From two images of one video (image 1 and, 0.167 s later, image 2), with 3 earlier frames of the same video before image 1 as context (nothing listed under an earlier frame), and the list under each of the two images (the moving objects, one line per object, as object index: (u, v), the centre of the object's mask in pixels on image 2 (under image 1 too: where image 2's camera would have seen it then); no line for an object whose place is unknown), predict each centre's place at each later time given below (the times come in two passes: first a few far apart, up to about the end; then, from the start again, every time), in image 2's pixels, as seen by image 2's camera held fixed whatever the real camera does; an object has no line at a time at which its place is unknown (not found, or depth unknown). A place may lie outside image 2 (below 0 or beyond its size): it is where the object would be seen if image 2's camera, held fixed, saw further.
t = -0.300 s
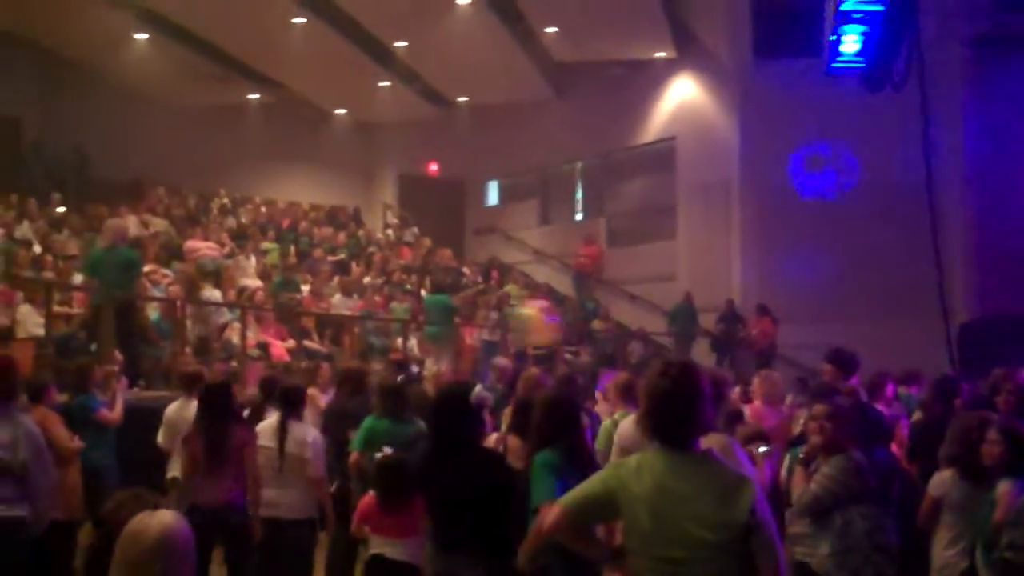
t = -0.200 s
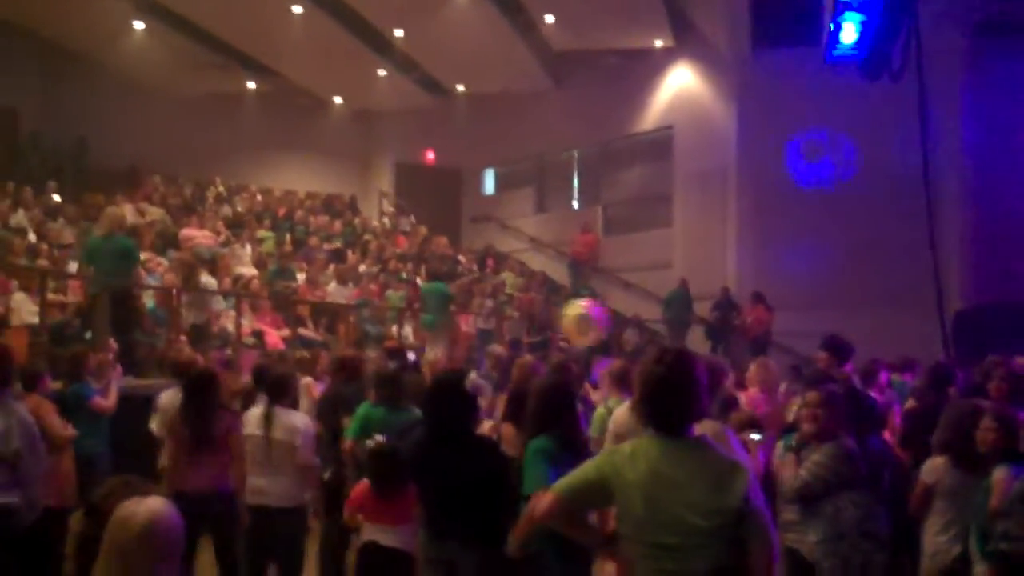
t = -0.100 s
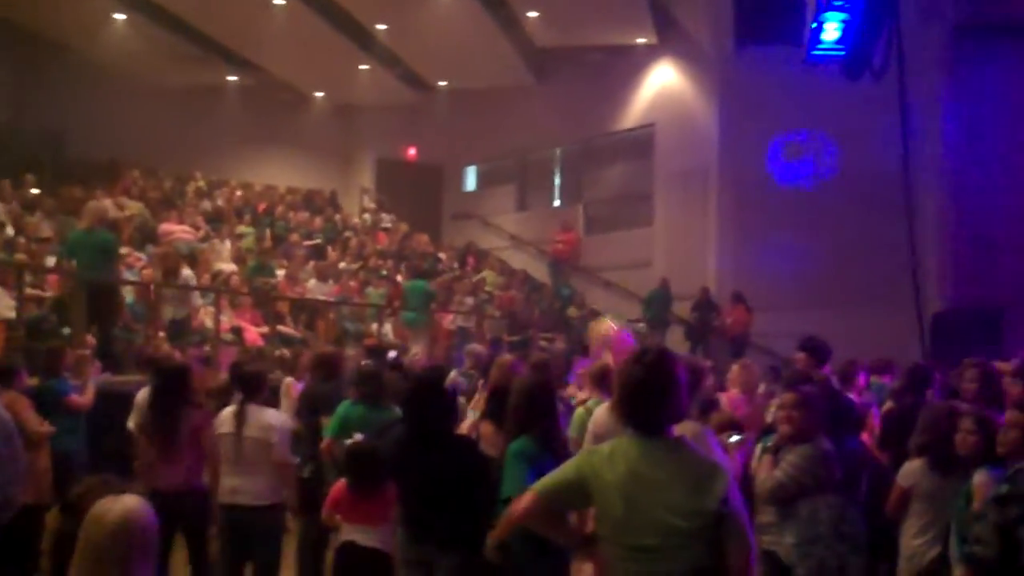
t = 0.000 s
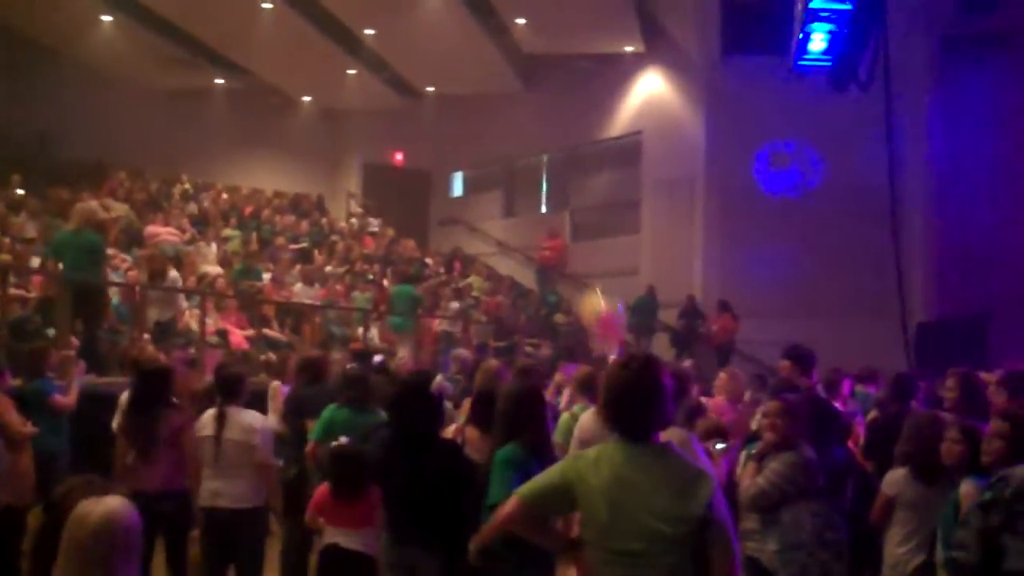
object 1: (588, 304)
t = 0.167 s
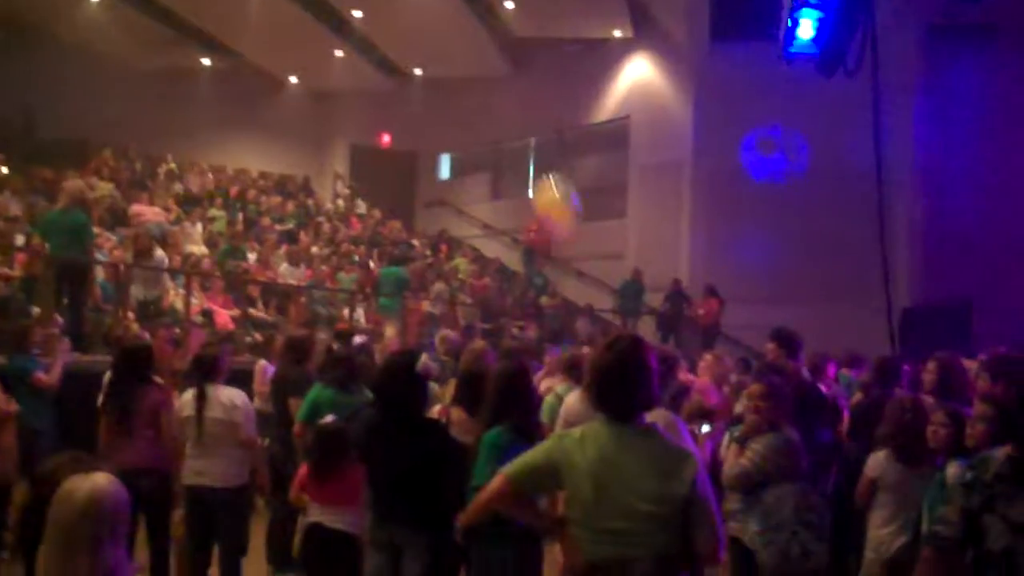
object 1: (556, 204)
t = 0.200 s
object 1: (548, 189)
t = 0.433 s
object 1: (497, 102)
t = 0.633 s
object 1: (456, 61)
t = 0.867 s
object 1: (422, 60)
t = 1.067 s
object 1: (397, 109)
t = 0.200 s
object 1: (548, 189)
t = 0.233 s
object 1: (541, 173)
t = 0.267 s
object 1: (534, 158)
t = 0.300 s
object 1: (526, 145)
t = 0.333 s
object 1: (519, 133)
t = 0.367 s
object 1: (510, 122)
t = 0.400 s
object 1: (503, 112)
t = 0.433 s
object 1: (497, 102)
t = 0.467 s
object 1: (488, 93)
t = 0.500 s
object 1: (480, 85)
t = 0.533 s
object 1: (474, 77)
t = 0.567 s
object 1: (470, 71)
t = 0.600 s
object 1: (463, 66)
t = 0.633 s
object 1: (456, 61)
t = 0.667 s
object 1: (450, 59)
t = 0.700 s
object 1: (445, 56)
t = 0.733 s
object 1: (441, 55)
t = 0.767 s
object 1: (436, 54)
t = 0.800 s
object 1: (433, 55)
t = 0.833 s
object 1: (427, 57)
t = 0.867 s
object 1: (422, 60)
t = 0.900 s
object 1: (419, 64)
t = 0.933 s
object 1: (414, 69)
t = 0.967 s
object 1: (411, 77)
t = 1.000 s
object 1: (406, 86)
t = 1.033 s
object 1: (401, 97)
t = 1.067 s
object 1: (397, 109)
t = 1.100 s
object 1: (395, 121)
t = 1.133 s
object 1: (390, 137)
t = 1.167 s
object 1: (386, 153)
